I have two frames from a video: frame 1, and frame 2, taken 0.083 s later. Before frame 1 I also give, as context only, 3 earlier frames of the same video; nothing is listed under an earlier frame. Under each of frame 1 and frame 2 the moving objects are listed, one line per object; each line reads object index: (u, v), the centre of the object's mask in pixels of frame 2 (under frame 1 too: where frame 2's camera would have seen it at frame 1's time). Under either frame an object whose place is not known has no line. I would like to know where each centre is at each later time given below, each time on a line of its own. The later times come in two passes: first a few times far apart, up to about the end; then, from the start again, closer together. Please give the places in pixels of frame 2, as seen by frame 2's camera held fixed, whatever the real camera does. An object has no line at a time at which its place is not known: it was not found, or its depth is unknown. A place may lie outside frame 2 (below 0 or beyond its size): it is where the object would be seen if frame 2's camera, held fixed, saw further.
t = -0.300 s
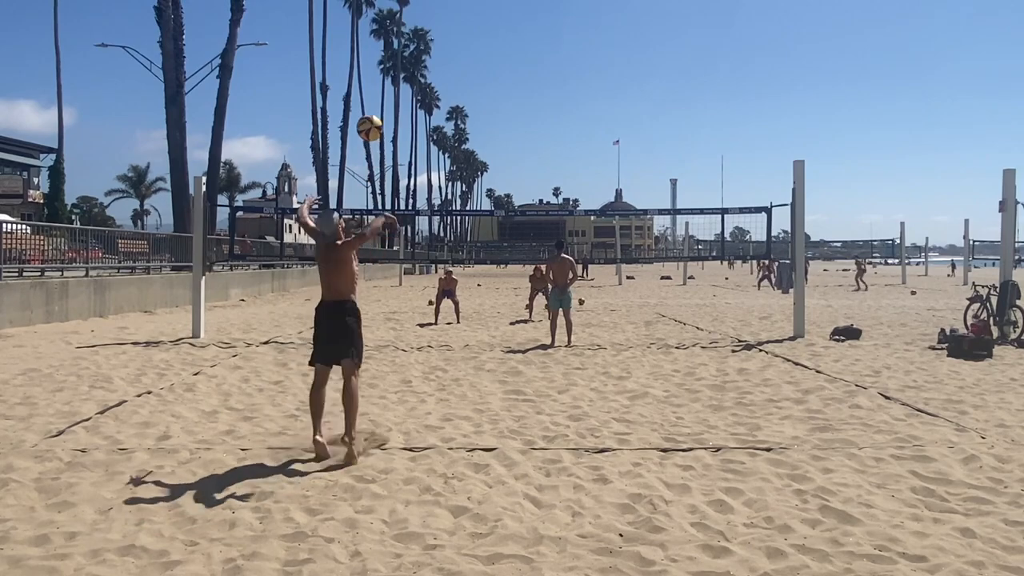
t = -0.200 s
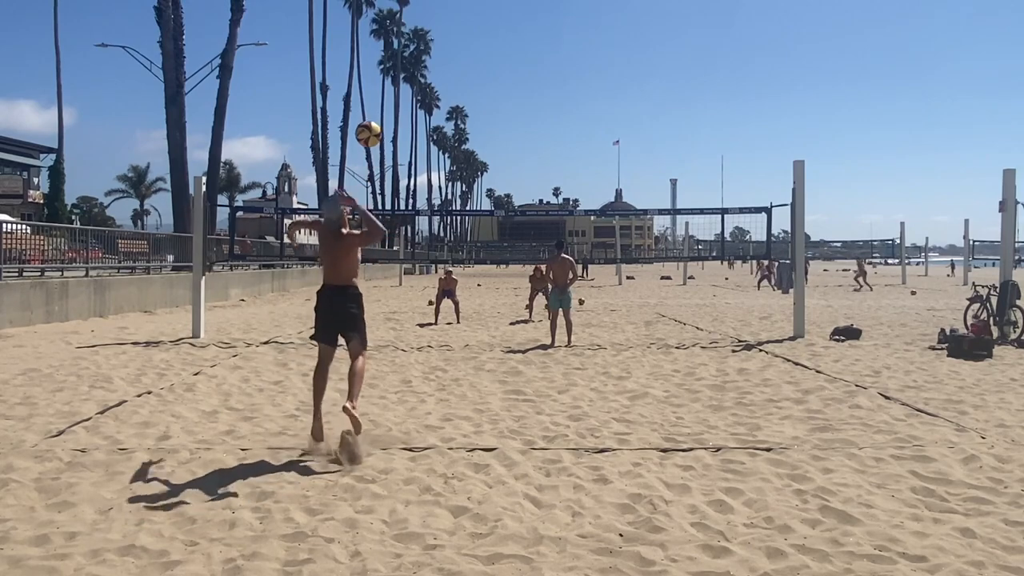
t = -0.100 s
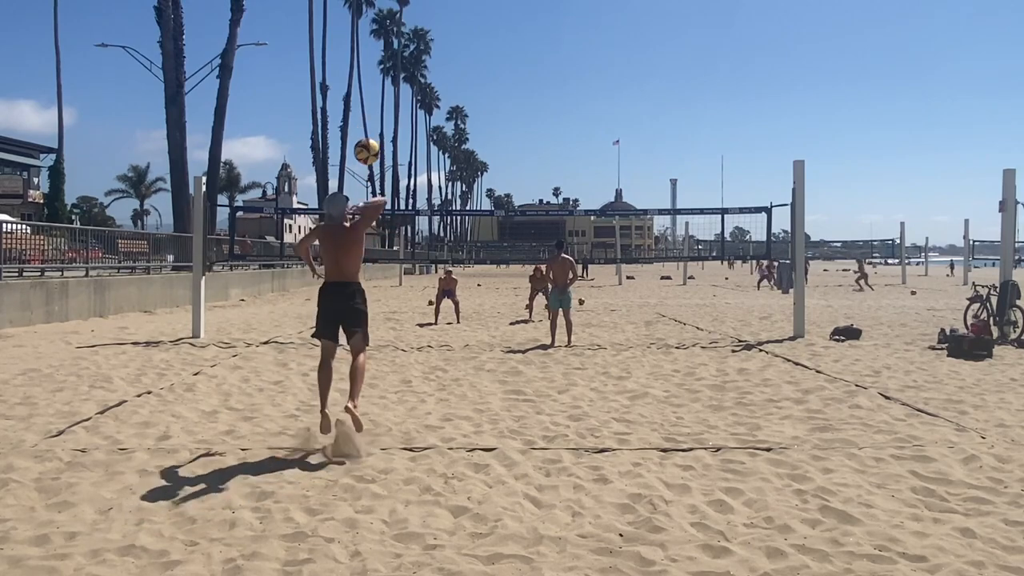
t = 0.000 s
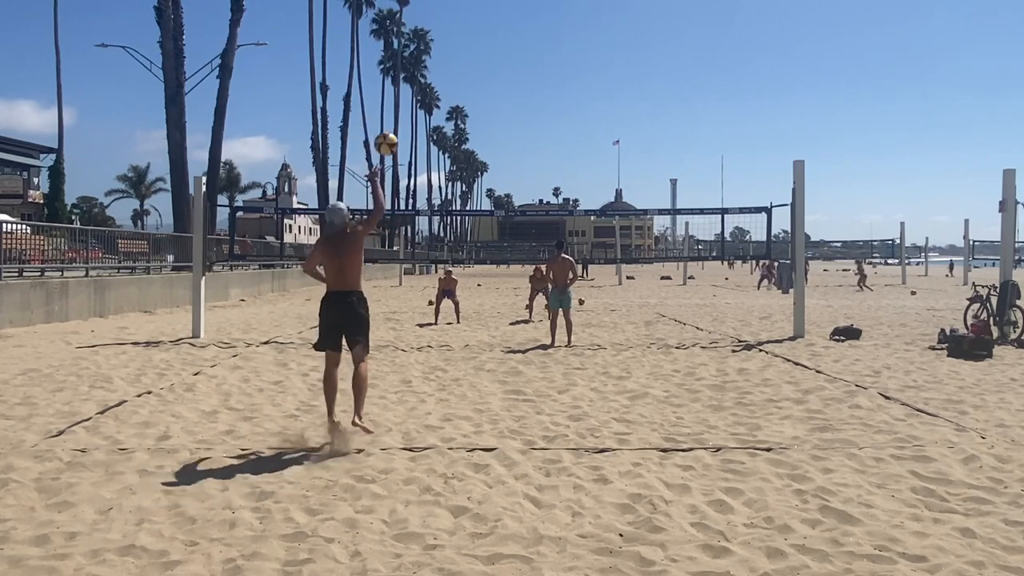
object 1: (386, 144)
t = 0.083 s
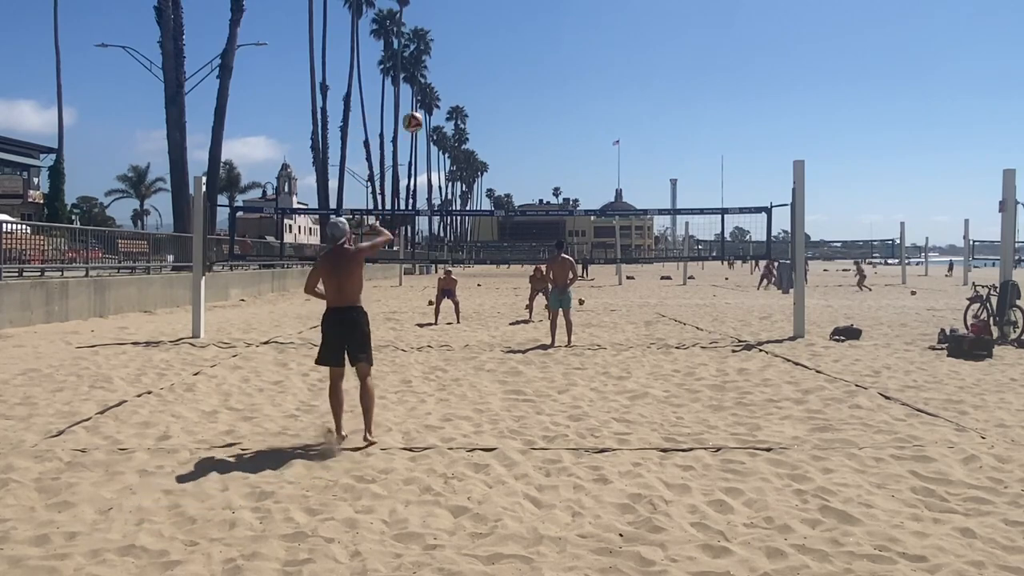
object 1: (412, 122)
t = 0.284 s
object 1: (458, 109)
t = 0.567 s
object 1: (498, 141)
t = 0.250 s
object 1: (451, 108)
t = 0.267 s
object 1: (455, 108)
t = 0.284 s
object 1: (458, 109)
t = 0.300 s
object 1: (461, 109)
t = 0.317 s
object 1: (465, 110)
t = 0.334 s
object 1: (468, 111)
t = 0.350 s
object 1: (470, 112)
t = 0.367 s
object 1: (472, 114)
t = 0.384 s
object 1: (475, 115)
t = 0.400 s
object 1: (477, 117)
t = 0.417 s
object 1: (480, 119)
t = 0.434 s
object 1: (482, 121)
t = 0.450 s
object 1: (484, 123)
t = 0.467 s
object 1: (487, 125)
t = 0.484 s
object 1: (489, 127)
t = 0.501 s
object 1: (491, 130)
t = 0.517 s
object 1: (493, 132)
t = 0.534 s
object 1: (495, 135)
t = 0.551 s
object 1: (497, 138)
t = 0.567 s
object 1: (498, 141)
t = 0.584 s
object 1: (500, 143)
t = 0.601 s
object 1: (502, 147)
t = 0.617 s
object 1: (504, 149)
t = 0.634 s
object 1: (505, 153)
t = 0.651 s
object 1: (507, 156)
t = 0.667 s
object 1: (508, 159)
